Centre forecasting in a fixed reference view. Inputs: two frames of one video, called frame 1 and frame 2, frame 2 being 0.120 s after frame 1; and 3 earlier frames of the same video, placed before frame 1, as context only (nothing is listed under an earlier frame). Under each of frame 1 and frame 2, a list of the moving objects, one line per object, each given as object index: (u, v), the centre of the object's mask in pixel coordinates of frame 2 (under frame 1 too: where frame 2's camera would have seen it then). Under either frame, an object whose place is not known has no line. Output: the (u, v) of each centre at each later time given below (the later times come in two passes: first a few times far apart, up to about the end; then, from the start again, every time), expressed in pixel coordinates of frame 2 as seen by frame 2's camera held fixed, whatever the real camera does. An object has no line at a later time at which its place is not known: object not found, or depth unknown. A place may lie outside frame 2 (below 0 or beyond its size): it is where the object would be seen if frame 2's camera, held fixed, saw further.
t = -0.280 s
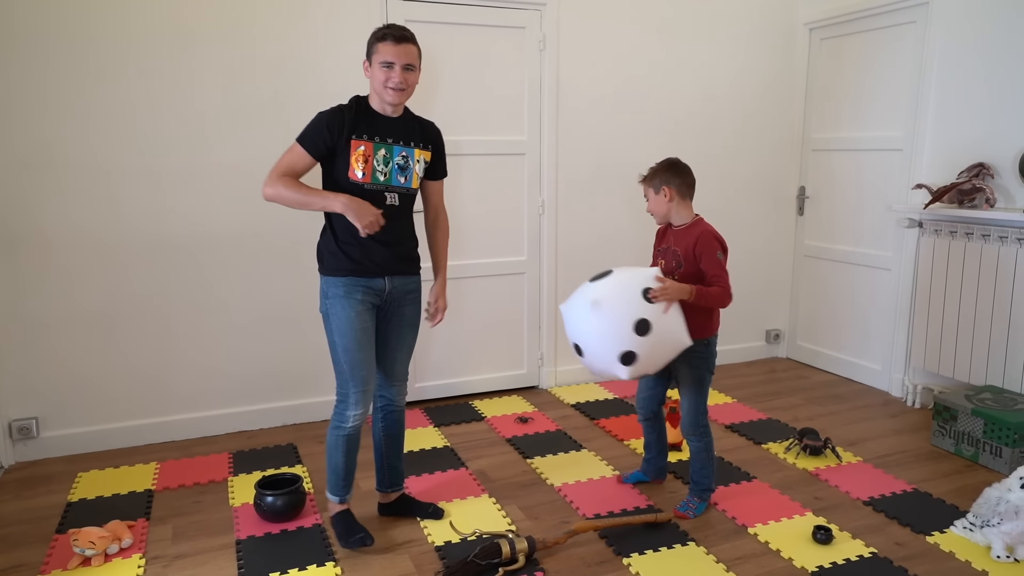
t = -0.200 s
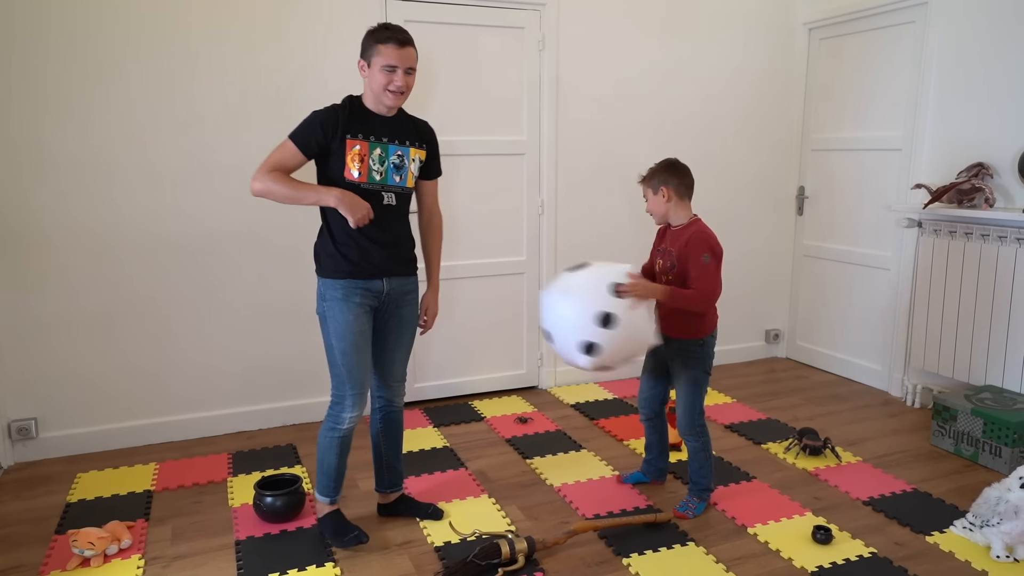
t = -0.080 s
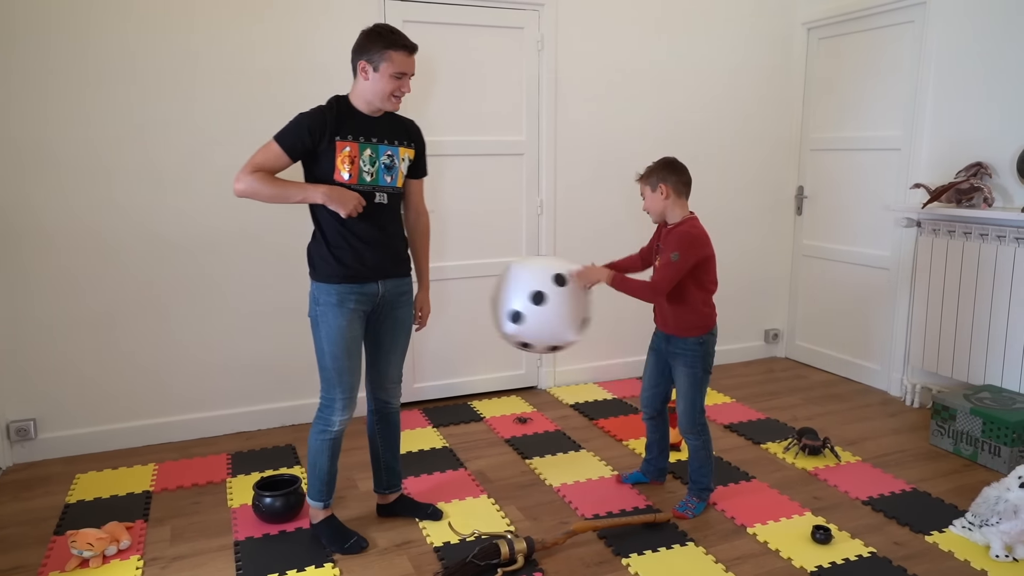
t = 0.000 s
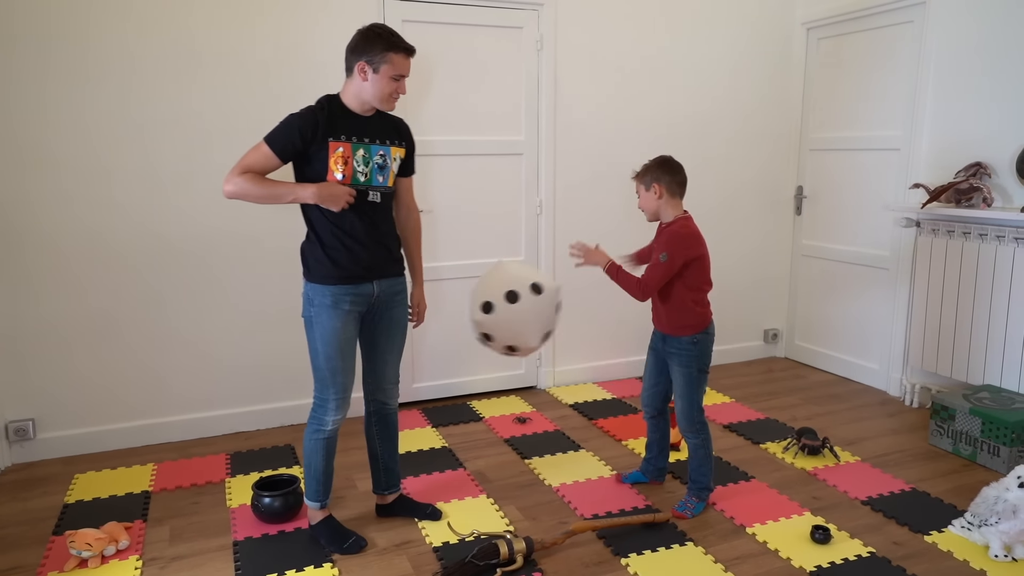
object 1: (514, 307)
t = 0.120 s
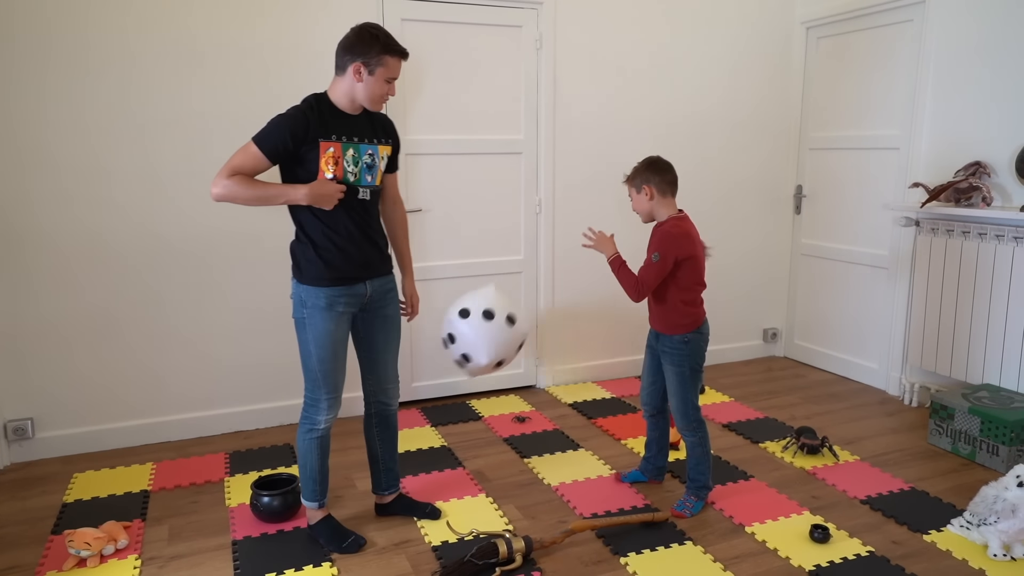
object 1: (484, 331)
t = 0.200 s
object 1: (470, 354)
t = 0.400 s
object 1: (462, 357)
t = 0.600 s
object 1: (459, 363)
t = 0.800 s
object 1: (458, 402)
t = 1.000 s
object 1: (473, 414)
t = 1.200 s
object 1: (497, 428)
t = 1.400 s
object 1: (524, 434)
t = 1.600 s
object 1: (543, 447)
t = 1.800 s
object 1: (554, 455)
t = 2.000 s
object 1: (564, 462)
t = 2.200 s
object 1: (572, 466)
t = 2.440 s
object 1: (574, 468)
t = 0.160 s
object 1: (477, 342)
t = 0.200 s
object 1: (470, 354)
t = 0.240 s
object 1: (465, 369)
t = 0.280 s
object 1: (462, 375)
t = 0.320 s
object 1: (462, 367)
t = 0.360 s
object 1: (462, 361)
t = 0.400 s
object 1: (462, 357)
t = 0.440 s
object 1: (461, 355)
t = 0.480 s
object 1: (461, 354)
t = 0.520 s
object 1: (460, 355)
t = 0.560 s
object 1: (460, 358)
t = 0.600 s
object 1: (459, 363)
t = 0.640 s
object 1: (458, 370)
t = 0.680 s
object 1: (457, 379)
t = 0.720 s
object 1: (455, 389)
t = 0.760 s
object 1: (456, 400)
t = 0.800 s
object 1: (458, 402)
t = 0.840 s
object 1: (461, 403)
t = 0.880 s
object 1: (464, 404)
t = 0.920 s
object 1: (467, 406)
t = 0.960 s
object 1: (470, 409)
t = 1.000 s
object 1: (473, 414)
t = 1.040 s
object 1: (476, 420)
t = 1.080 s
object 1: (481, 419)
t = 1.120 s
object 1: (486, 420)
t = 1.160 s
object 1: (492, 424)
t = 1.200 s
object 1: (497, 428)
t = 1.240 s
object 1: (502, 428)
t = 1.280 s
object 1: (508, 428)
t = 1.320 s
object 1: (514, 430)
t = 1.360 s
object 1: (520, 433)
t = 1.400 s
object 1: (524, 434)
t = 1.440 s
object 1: (529, 436)
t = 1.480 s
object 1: (533, 440)
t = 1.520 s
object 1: (537, 441)
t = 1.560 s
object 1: (540, 443)
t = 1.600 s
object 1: (543, 447)
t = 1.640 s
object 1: (545, 449)
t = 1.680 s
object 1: (547, 450)
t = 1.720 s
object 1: (549, 453)
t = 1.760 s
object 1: (552, 454)
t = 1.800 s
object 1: (554, 455)
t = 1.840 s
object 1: (556, 458)
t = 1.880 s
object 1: (558, 460)
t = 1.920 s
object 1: (560, 460)
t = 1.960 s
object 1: (562, 461)
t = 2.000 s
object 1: (564, 462)
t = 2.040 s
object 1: (566, 463)
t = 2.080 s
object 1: (568, 463)
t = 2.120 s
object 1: (569, 464)
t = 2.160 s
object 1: (571, 465)
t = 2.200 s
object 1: (572, 466)
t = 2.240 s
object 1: (572, 466)
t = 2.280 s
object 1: (573, 467)
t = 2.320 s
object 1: (574, 468)
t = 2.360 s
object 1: (574, 468)
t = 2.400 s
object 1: (574, 468)
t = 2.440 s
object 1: (574, 468)
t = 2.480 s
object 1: (574, 468)
